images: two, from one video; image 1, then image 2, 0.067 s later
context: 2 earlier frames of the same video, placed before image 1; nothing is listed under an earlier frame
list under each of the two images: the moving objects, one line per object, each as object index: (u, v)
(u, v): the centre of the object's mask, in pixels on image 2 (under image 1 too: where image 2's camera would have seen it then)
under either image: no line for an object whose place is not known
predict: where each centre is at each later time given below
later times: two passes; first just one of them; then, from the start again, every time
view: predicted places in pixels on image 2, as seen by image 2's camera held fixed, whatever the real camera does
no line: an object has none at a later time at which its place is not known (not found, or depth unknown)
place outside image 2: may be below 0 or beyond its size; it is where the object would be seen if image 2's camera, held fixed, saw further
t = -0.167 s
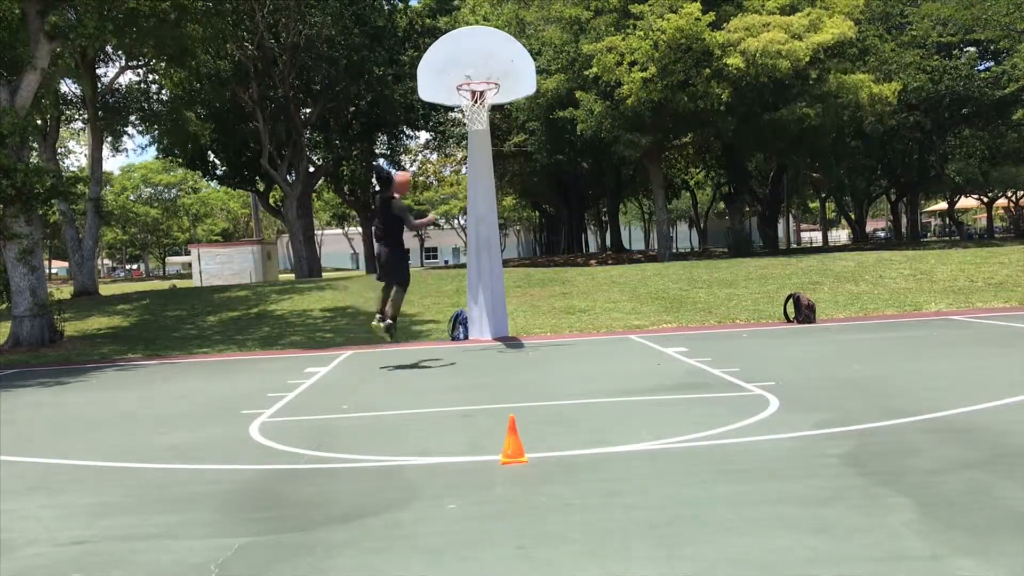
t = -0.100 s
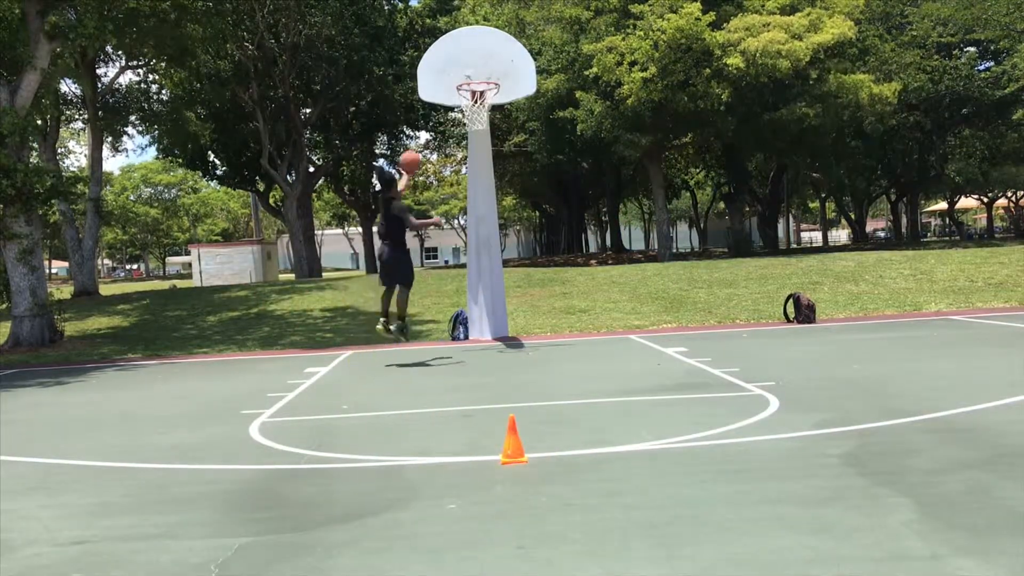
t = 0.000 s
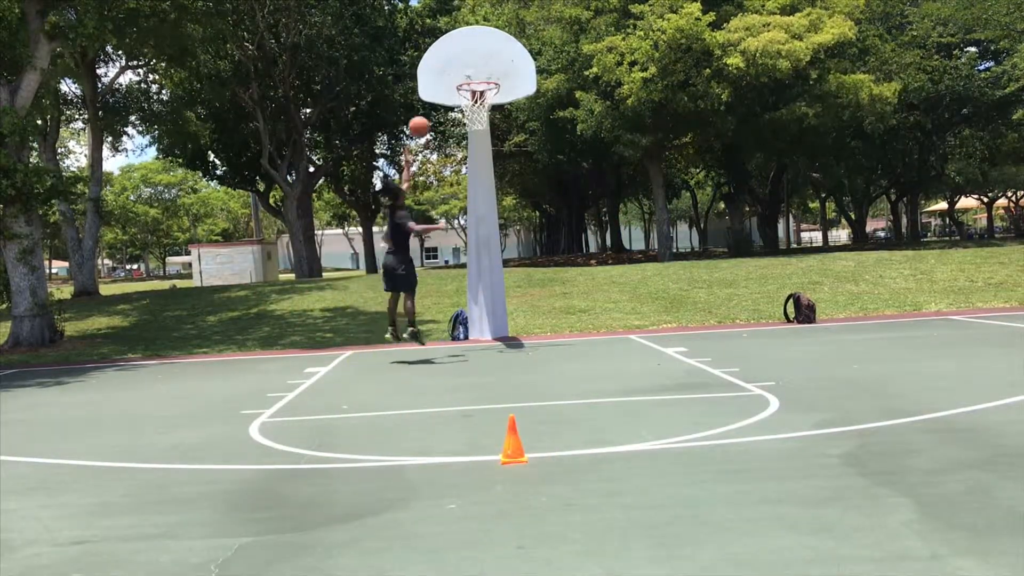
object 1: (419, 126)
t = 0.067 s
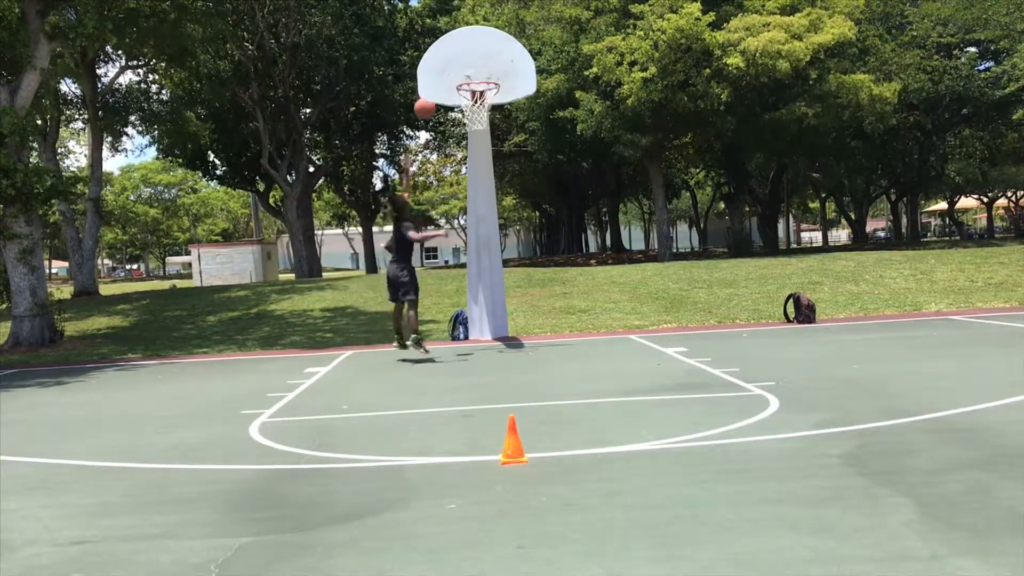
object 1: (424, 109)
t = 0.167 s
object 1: (434, 89)
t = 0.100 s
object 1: (428, 101)
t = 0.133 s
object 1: (431, 94)
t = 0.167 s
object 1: (434, 89)
